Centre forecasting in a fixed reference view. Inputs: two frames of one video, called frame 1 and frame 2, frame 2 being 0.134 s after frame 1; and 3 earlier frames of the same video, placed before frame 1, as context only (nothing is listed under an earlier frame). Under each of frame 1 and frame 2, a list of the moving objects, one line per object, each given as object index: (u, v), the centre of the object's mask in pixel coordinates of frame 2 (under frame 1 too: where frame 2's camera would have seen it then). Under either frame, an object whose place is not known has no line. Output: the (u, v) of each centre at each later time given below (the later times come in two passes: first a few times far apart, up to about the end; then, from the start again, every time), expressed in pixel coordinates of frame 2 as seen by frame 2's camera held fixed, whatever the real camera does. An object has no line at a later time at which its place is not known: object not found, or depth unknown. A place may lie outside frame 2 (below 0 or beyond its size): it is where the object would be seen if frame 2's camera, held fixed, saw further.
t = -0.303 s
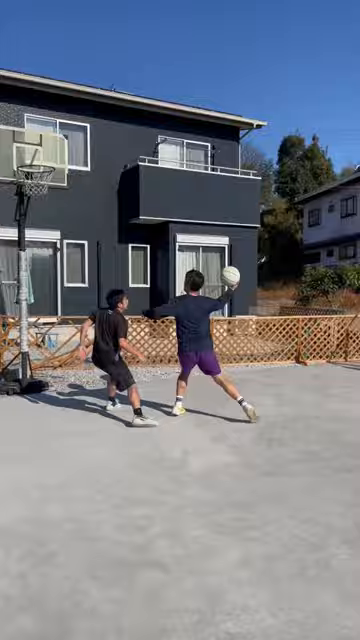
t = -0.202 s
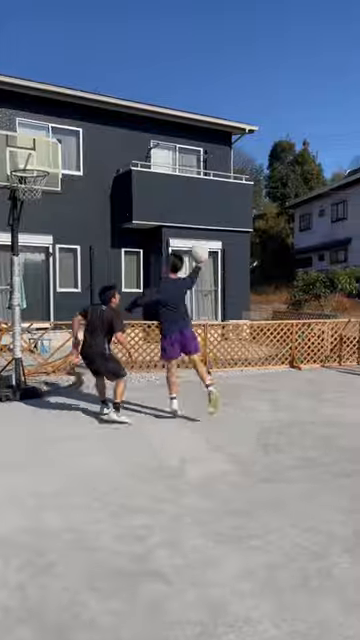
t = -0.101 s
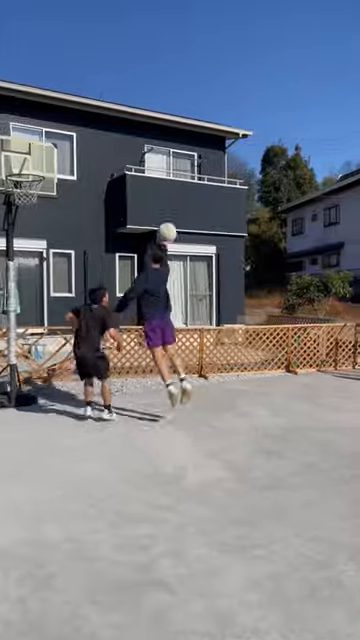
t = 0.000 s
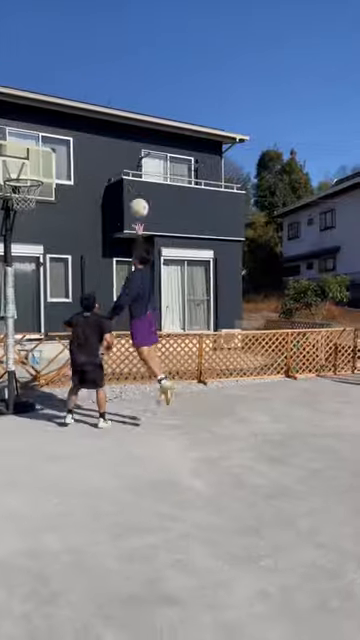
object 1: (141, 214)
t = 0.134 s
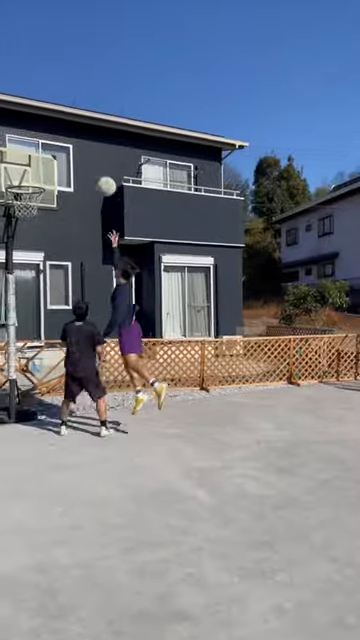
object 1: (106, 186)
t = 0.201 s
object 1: (91, 176)
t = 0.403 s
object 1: (42, 171)
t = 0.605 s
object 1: (34, 174)
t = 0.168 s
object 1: (98, 180)
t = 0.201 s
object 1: (91, 176)
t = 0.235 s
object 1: (83, 173)
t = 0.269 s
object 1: (75, 171)
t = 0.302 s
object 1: (66, 170)
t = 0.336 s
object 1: (58, 170)
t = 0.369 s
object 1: (48, 170)
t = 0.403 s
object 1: (42, 171)
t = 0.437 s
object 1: (41, 170)
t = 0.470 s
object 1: (41, 170)
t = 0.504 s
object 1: (39, 170)
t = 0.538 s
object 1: (37, 170)
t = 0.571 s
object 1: (35, 172)
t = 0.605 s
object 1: (34, 174)
